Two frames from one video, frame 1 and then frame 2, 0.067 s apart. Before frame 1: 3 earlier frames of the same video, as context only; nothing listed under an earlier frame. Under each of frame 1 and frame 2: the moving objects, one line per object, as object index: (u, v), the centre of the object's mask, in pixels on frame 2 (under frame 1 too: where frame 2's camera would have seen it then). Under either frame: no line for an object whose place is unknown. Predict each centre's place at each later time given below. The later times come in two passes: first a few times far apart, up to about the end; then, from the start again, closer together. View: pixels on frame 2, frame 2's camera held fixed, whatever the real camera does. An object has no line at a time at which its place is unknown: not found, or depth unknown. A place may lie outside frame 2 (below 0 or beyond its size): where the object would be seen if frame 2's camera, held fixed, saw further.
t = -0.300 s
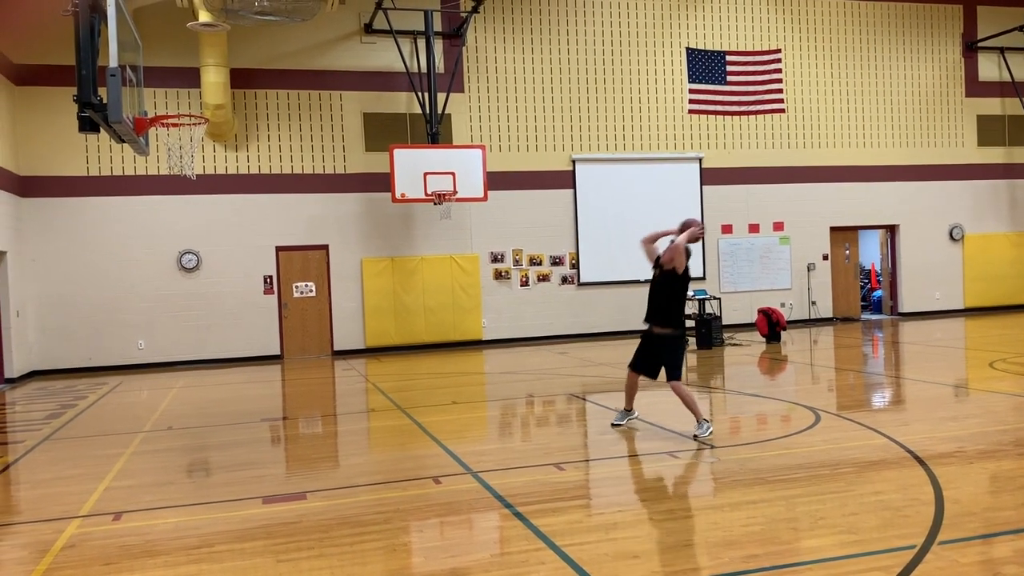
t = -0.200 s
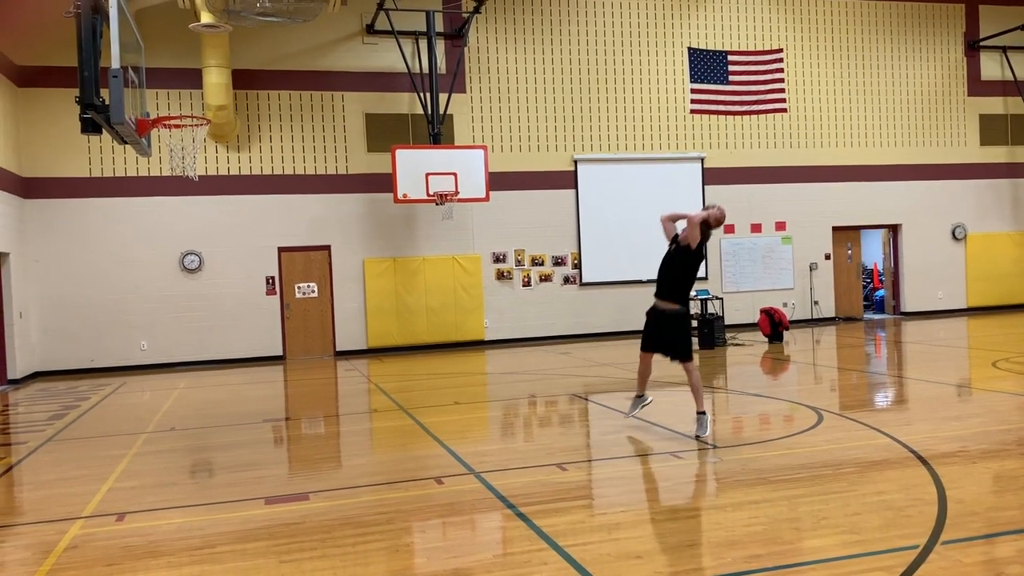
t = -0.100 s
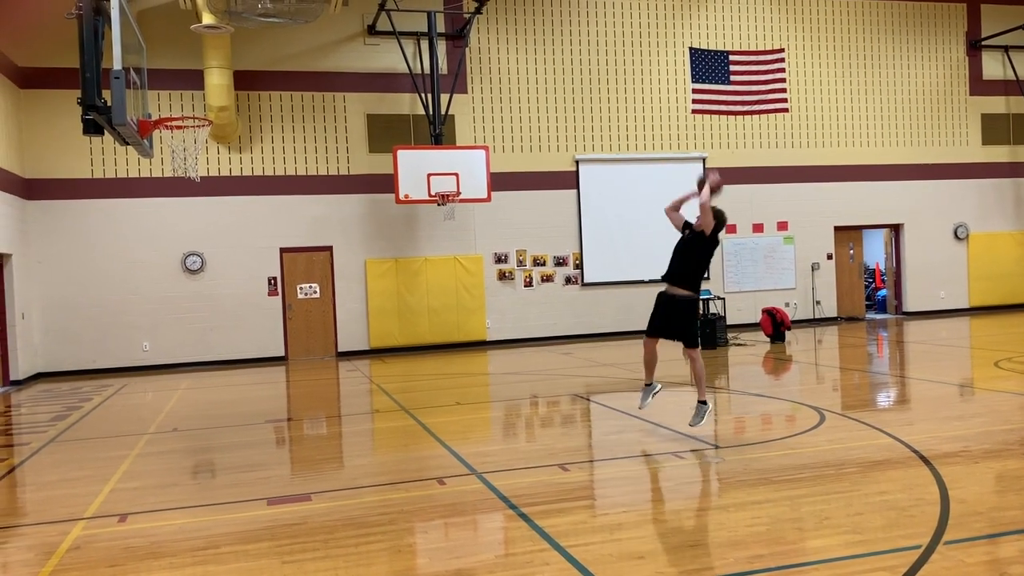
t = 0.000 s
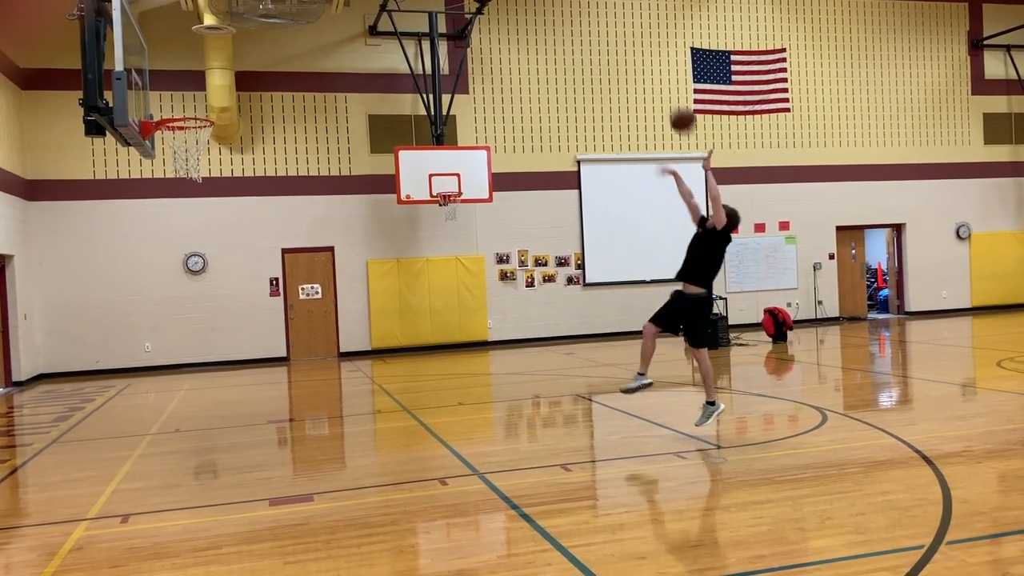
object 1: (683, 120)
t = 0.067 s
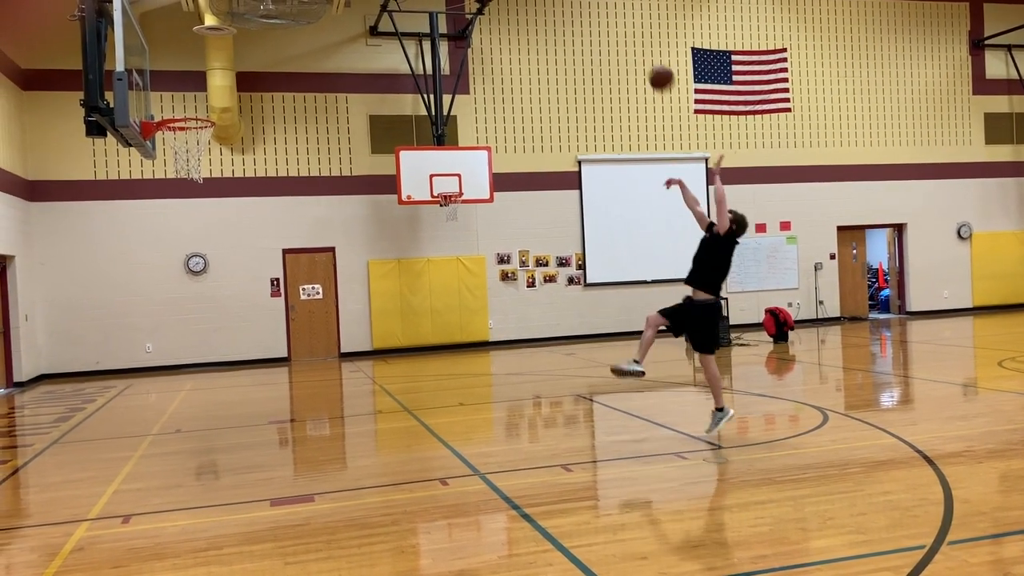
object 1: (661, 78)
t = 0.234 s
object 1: (608, 3)
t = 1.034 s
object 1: (392, 8)
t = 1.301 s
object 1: (335, 153)
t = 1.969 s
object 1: (231, 271)
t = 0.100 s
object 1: (650, 58)
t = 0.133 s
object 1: (639, 41)
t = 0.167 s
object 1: (628, 24)
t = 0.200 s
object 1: (618, 10)
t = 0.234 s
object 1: (608, 3)
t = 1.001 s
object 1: (399, 1)
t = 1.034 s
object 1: (392, 8)
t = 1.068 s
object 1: (384, 24)
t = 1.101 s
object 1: (377, 40)
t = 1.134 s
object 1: (370, 57)
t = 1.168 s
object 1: (362, 72)
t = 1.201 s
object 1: (356, 90)
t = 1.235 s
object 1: (349, 111)
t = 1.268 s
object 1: (342, 132)
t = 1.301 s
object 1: (335, 153)
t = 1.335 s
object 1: (328, 175)
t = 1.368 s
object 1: (322, 198)
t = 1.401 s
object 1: (315, 222)
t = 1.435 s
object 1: (309, 245)
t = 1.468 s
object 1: (303, 272)
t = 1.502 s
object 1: (296, 300)
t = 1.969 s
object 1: (231, 271)
